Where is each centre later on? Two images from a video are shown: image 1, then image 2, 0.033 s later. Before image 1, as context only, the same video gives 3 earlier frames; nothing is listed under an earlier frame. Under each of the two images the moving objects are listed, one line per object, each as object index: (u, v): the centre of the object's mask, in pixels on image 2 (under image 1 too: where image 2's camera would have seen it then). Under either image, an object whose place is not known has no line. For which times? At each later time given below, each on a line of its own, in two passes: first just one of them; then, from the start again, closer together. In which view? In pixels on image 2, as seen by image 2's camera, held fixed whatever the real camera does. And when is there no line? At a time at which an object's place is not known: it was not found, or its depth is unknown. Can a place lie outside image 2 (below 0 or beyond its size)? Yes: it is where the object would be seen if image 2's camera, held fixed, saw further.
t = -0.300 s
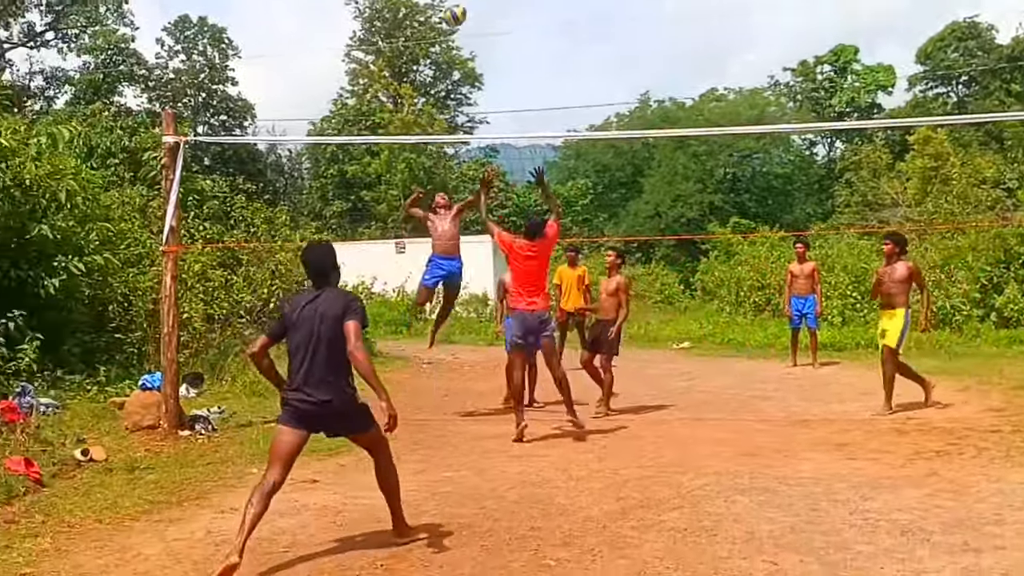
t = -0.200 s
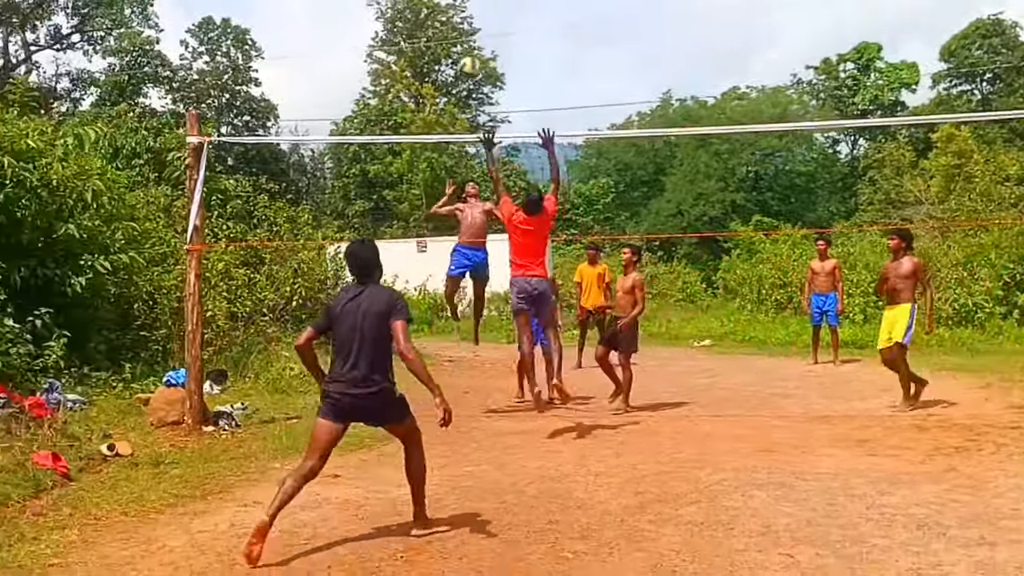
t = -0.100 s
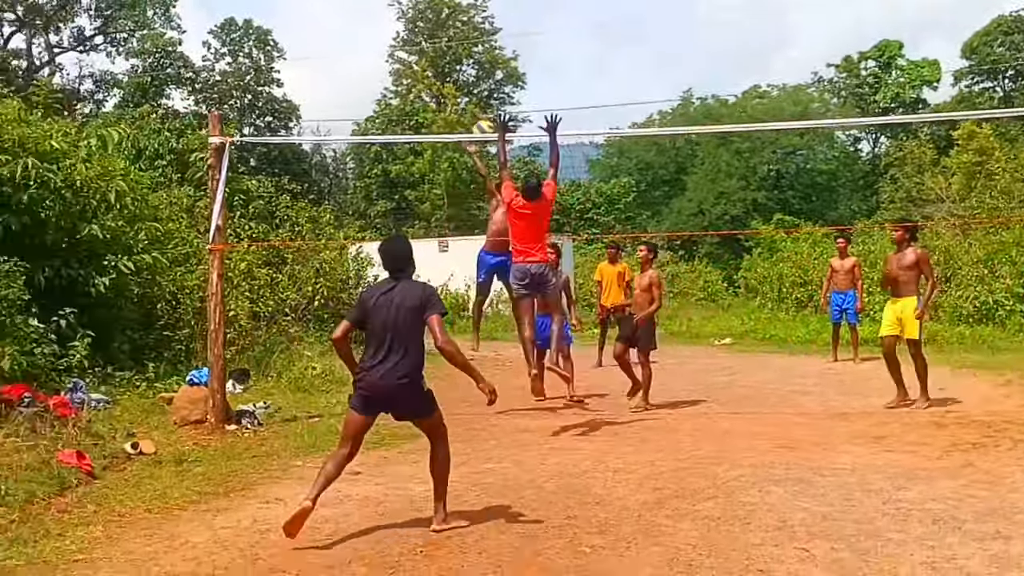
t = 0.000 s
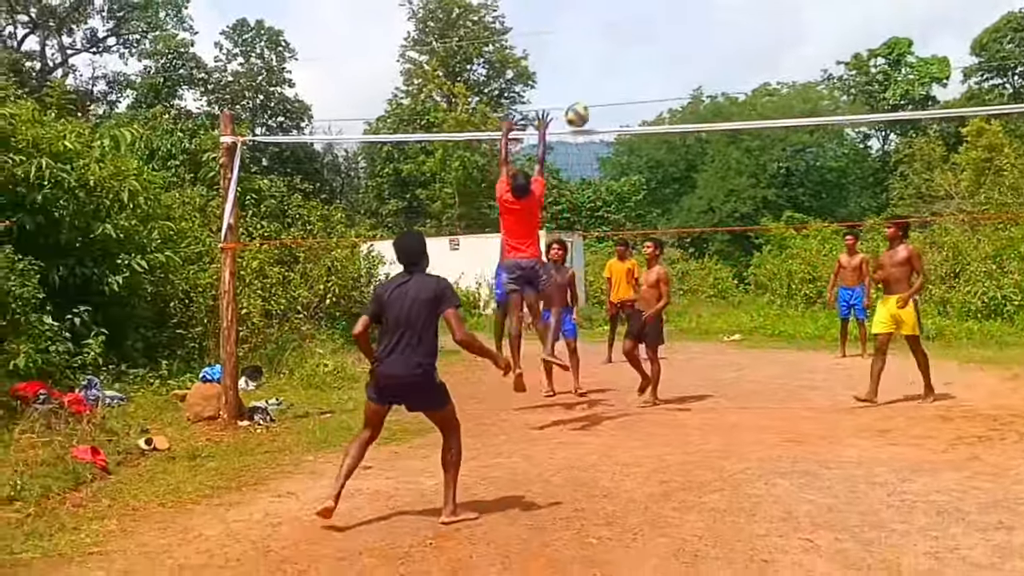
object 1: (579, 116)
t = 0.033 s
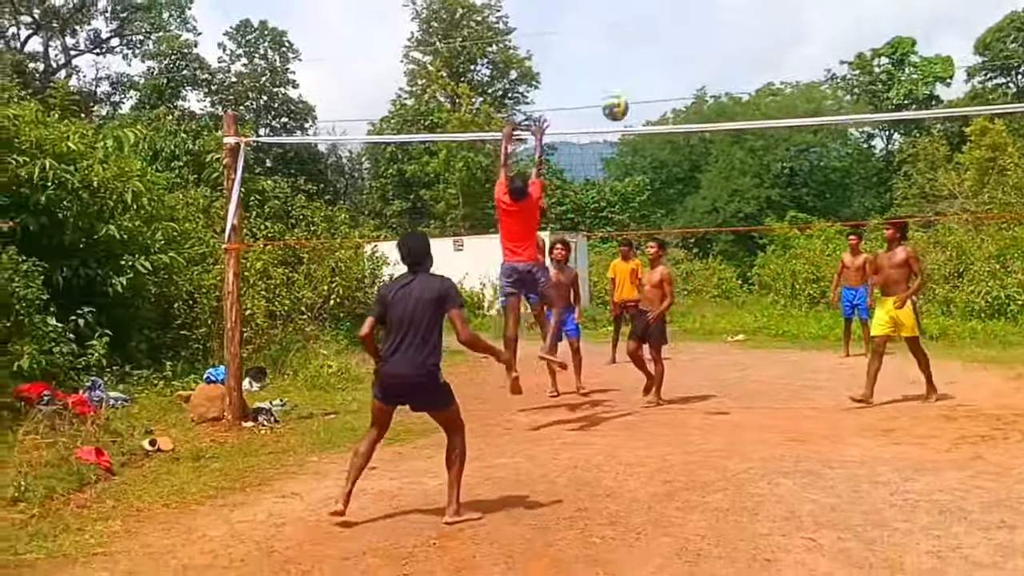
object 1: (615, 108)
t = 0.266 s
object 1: (937, 106)
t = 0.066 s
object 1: (653, 103)
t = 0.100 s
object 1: (693, 97)
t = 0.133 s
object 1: (735, 94)
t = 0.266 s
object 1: (937, 106)
